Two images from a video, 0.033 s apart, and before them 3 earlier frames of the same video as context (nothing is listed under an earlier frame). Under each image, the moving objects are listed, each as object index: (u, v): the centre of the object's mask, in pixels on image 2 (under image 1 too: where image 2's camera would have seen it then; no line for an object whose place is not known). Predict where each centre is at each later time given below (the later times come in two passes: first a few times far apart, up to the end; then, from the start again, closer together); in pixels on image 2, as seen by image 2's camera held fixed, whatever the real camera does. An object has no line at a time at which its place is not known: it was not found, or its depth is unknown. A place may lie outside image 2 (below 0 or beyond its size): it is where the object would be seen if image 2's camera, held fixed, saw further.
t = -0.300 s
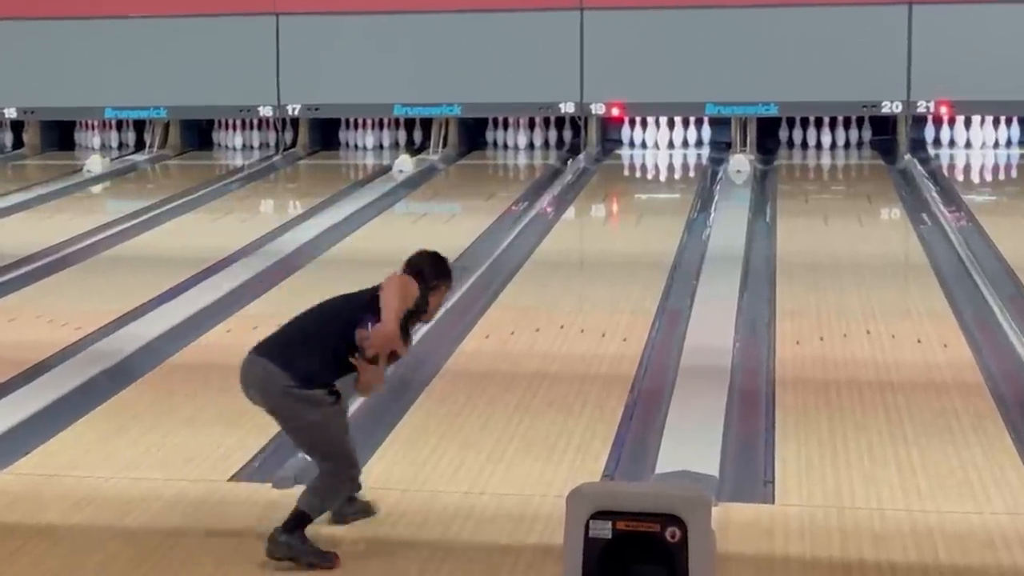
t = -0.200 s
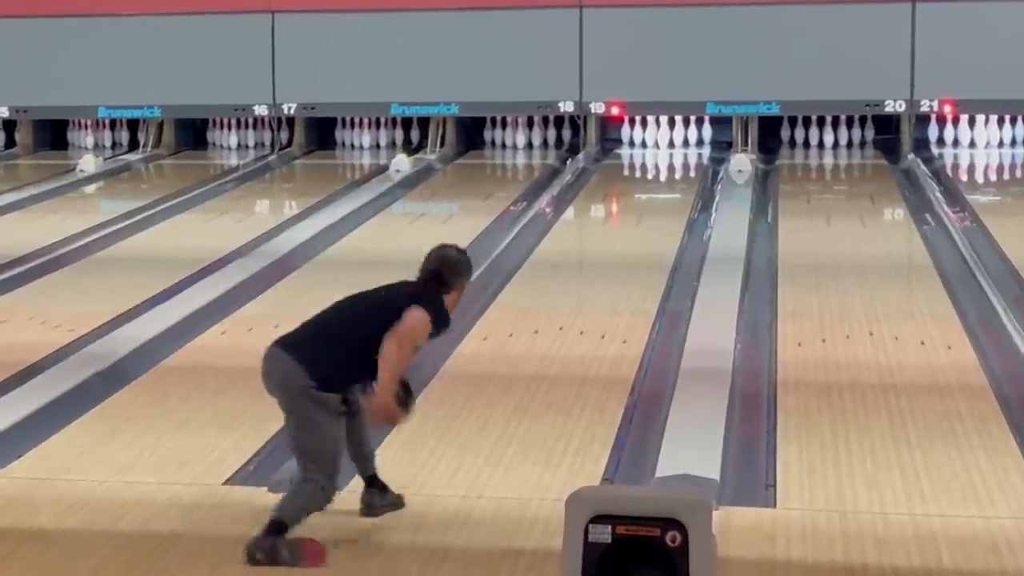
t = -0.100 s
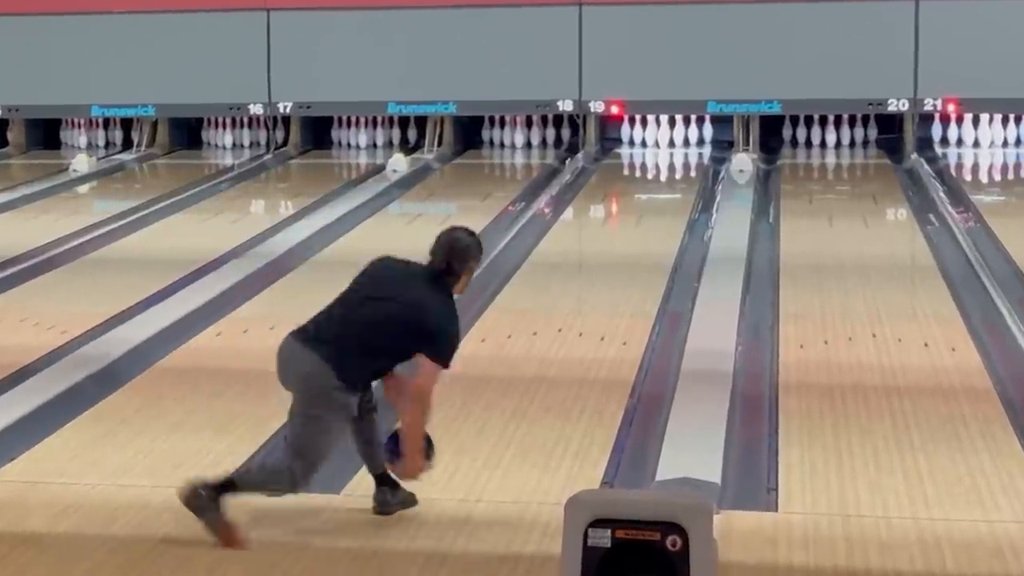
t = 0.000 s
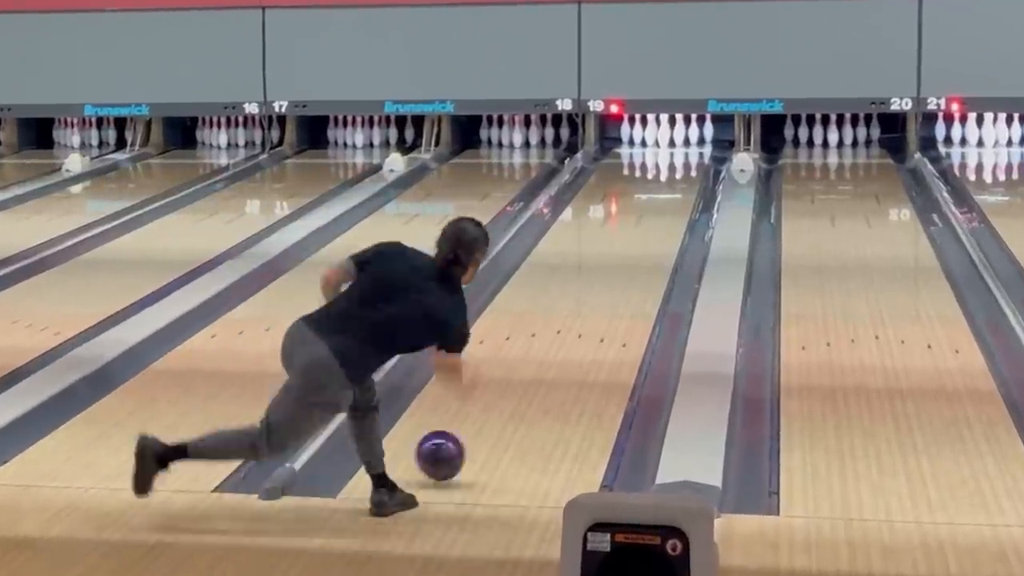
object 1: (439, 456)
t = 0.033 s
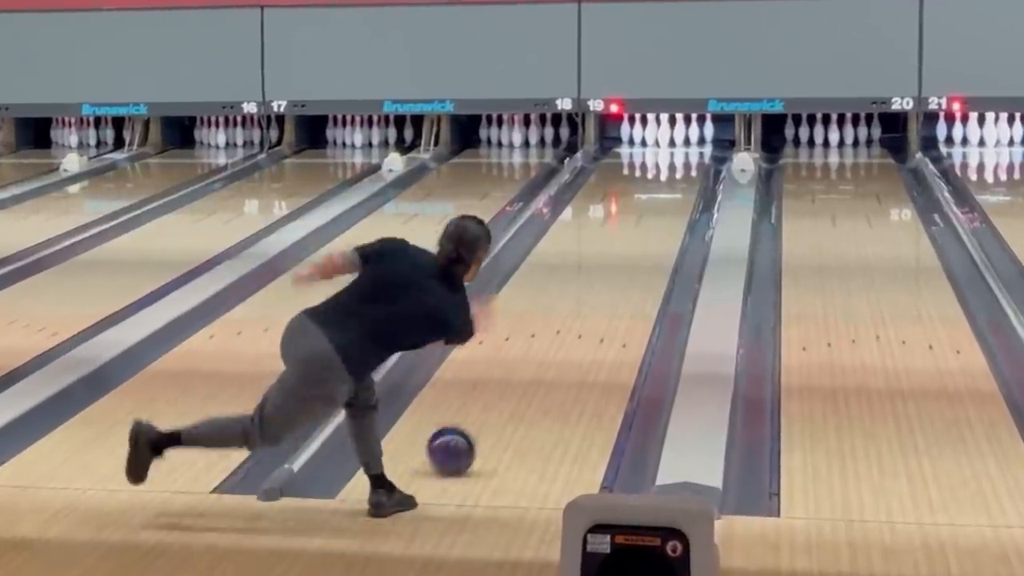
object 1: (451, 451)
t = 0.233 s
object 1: (509, 390)
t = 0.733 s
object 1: (600, 286)
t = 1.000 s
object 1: (631, 248)
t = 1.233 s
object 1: (650, 221)
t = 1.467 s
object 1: (664, 199)
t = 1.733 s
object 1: (674, 177)
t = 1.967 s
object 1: (676, 160)
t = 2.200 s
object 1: (669, 148)
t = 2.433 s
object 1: (658, 136)
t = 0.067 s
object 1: (462, 440)
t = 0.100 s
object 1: (472, 429)
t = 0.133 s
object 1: (482, 419)
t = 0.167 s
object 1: (492, 408)
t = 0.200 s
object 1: (501, 399)
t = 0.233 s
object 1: (509, 390)
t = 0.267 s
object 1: (518, 381)
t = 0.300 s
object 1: (525, 372)
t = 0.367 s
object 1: (540, 356)
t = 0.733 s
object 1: (600, 286)
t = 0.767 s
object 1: (605, 281)
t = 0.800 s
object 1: (609, 276)
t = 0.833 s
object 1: (613, 271)
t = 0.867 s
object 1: (617, 266)
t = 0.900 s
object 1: (620, 262)
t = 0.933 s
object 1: (624, 257)
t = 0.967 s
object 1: (627, 253)
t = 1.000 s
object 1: (631, 248)
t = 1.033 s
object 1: (634, 244)
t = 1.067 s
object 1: (637, 240)
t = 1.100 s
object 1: (640, 236)
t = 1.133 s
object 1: (642, 232)
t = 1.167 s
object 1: (645, 229)
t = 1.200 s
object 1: (647, 225)
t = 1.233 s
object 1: (650, 221)
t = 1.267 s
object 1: (652, 218)
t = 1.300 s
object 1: (654, 214)
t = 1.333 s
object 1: (657, 211)
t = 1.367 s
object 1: (658, 208)
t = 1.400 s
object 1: (660, 205)
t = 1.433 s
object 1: (662, 202)
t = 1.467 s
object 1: (664, 199)
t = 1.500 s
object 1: (665, 195)
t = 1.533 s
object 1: (667, 193)
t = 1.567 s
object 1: (668, 190)
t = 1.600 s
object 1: (670, 187)
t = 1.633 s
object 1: (671, 184)
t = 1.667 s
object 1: (672, 181)
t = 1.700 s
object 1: (673, 179)
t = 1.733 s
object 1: (674, 177)
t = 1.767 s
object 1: (675, 174)
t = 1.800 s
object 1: (675, 172)
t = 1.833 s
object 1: (675, 170)
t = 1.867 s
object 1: (676, 167)
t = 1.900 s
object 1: (676, 165)
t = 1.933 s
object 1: (676, 162)
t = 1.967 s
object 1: (676, 160)
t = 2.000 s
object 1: (675, 158)
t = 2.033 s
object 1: (675, 156)
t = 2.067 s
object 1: (674, 154)
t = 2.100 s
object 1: (673, 152)
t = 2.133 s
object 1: (672, 150)
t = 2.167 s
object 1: (671, 149)
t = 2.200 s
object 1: (669, 148)
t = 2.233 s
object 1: (668, 146)
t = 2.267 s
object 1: (666, 144)
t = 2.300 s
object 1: (665, 142)
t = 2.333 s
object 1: (663, 140)
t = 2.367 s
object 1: (662, 139)
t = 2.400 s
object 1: (659, 137)
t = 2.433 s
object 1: (658, 136)
